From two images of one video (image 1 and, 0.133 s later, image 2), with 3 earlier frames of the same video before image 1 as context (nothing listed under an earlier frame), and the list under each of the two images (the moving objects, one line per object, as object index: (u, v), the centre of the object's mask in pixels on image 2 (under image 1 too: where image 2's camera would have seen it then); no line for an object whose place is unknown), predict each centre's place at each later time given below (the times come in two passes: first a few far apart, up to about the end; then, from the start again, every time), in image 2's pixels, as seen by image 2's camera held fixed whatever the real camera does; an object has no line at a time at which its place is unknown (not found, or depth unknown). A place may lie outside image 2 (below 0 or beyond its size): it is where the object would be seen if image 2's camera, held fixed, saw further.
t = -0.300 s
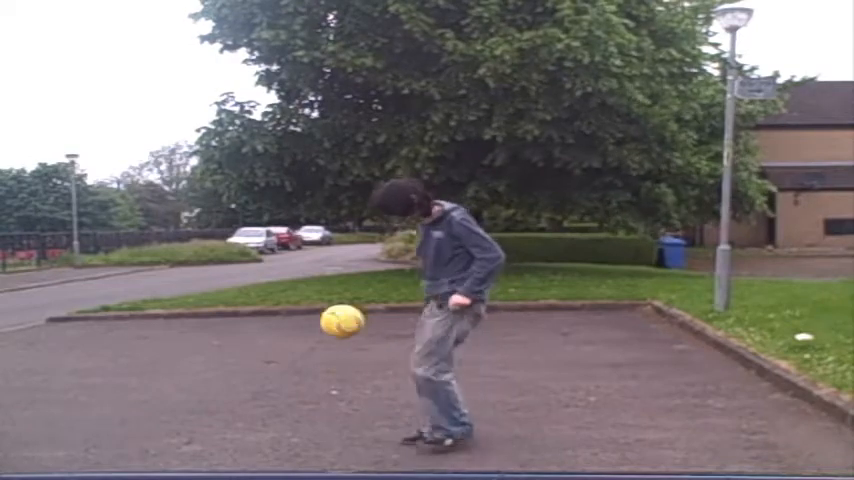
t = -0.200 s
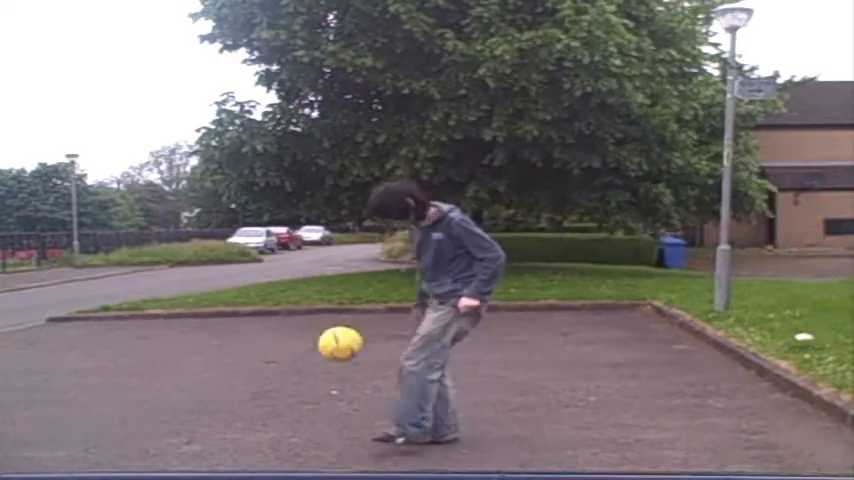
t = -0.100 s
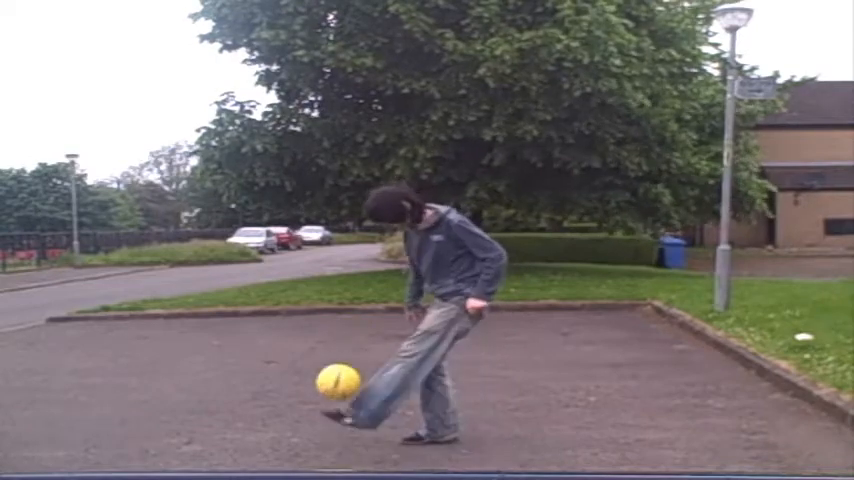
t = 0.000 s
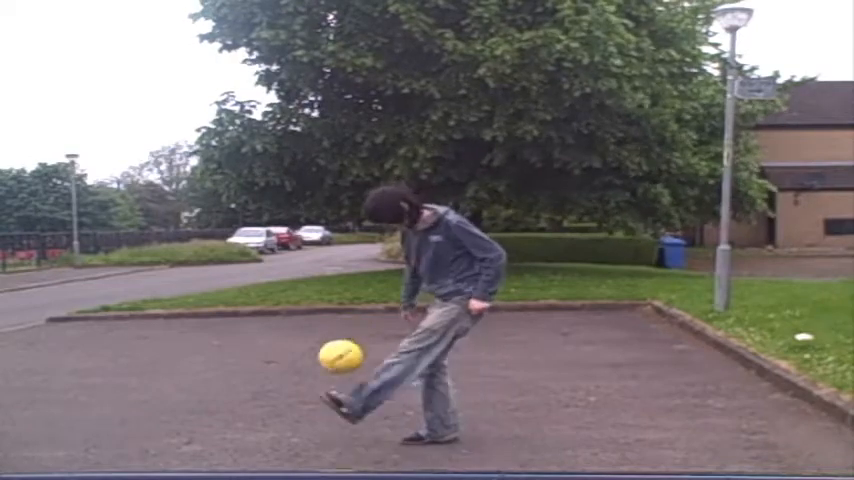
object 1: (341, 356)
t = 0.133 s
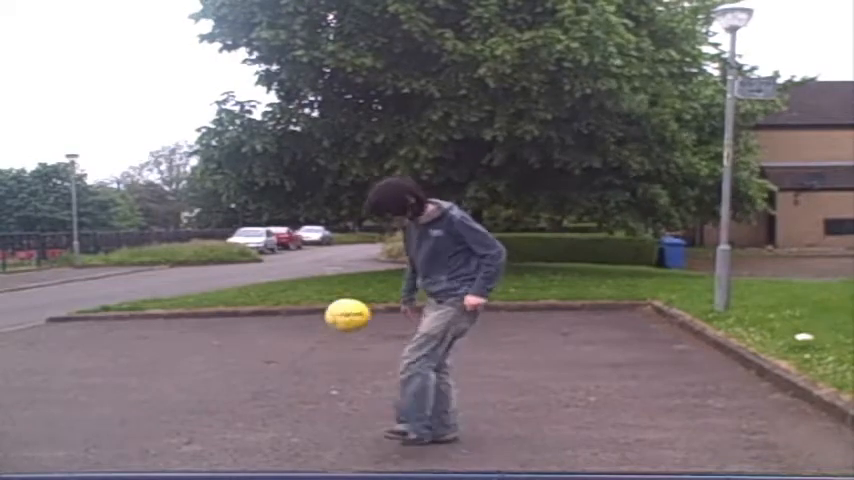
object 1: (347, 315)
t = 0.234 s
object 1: (353, 301)
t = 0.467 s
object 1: (365, 328)
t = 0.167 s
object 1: (350, 309)
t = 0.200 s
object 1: (351, 303)
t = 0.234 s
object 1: (353, 301)
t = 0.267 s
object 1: (354, 299)
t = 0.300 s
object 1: (356, 300)
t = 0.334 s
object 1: (358, 302)
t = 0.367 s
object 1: (360, 305)
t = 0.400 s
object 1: (361, 310)
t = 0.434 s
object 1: (363, 318)
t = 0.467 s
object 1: (365, 328)
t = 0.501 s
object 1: (367, 339)
